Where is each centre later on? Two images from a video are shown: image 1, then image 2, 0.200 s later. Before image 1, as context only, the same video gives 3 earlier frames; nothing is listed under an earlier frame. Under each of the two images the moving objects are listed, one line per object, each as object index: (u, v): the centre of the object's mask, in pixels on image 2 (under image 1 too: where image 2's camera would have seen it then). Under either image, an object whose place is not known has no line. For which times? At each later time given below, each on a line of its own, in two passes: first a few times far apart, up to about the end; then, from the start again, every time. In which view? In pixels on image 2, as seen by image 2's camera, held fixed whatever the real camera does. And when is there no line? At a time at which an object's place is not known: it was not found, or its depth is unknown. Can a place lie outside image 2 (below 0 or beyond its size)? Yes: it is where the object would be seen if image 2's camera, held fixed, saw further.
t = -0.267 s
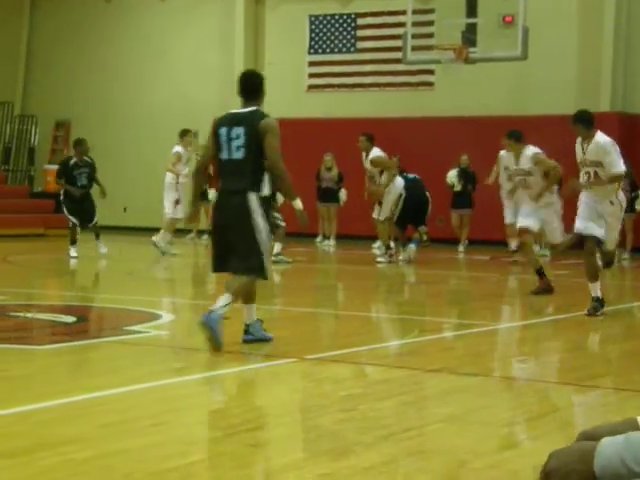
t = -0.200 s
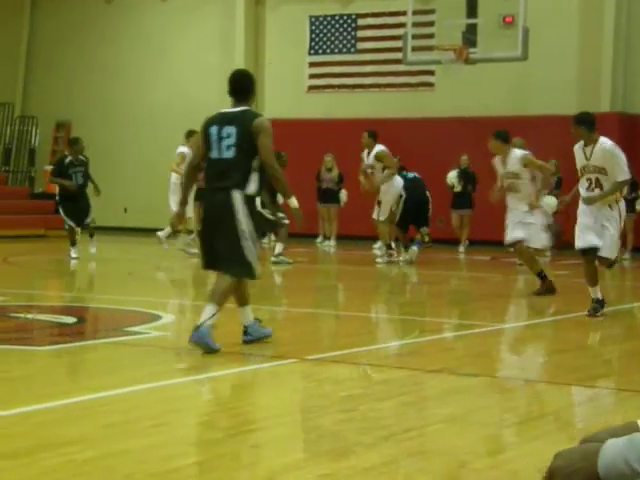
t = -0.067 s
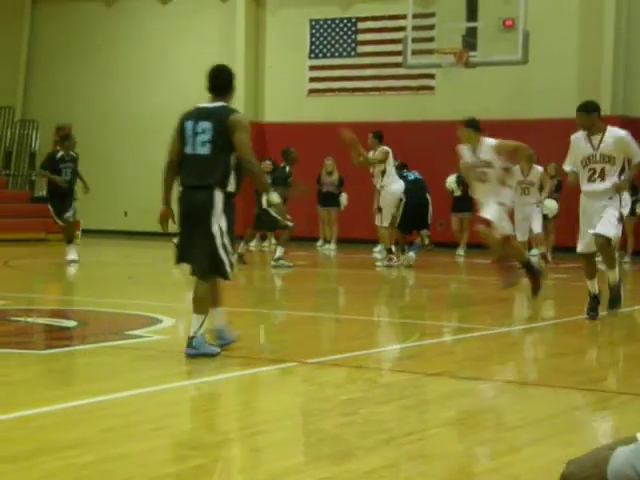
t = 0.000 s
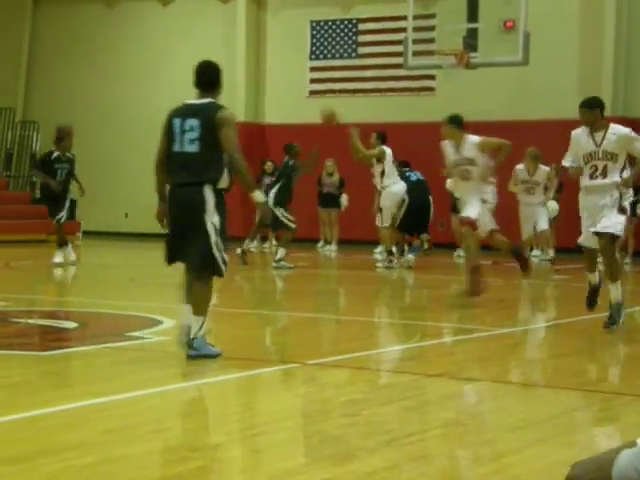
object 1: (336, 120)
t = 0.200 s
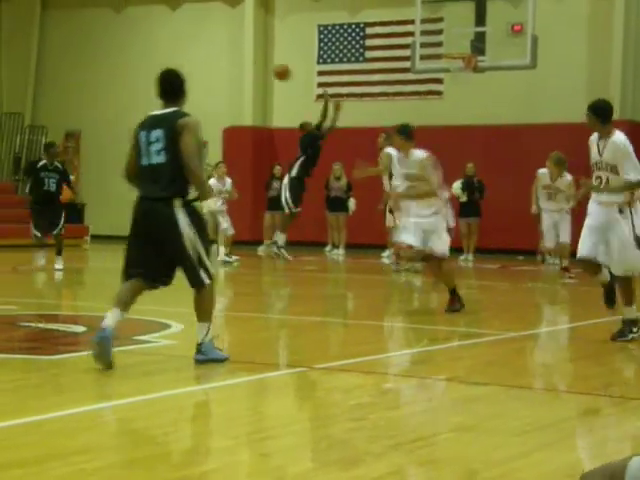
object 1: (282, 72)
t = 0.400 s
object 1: (225, 51)
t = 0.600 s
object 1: (167, 60)
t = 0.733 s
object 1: (127, 83)
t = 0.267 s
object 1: (263, 63)
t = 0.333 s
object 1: (243, 55)
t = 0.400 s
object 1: (225, 51)
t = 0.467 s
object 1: (206, 50)
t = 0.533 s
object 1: (186, 53)
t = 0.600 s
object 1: (167, 60)
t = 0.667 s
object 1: (147, 70)
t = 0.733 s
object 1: (127, 83)
